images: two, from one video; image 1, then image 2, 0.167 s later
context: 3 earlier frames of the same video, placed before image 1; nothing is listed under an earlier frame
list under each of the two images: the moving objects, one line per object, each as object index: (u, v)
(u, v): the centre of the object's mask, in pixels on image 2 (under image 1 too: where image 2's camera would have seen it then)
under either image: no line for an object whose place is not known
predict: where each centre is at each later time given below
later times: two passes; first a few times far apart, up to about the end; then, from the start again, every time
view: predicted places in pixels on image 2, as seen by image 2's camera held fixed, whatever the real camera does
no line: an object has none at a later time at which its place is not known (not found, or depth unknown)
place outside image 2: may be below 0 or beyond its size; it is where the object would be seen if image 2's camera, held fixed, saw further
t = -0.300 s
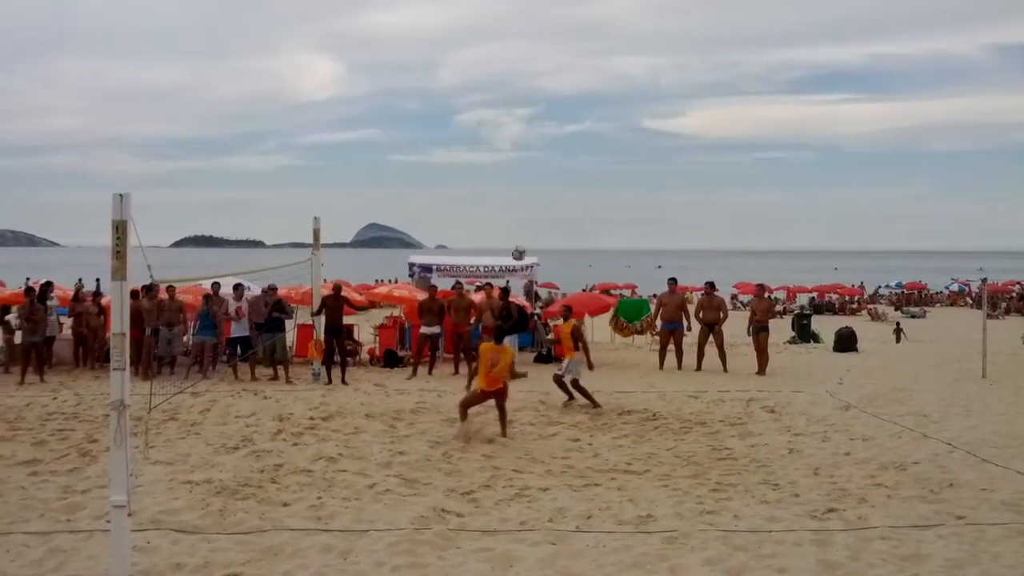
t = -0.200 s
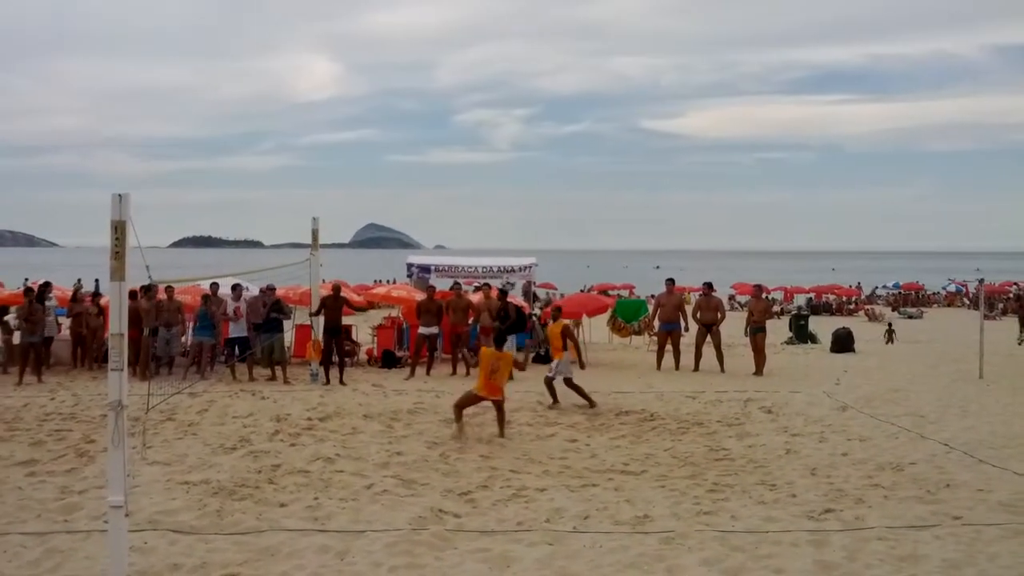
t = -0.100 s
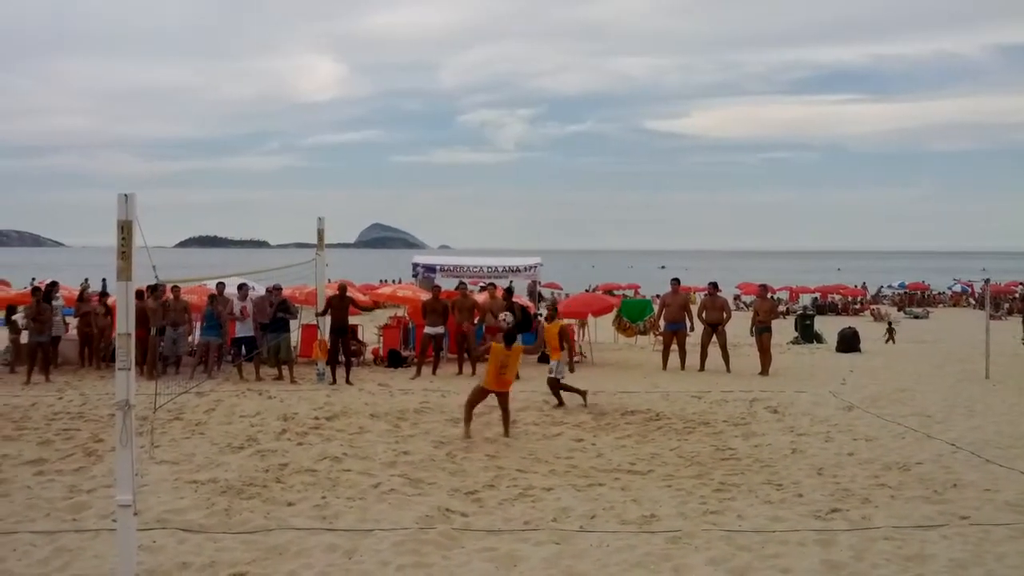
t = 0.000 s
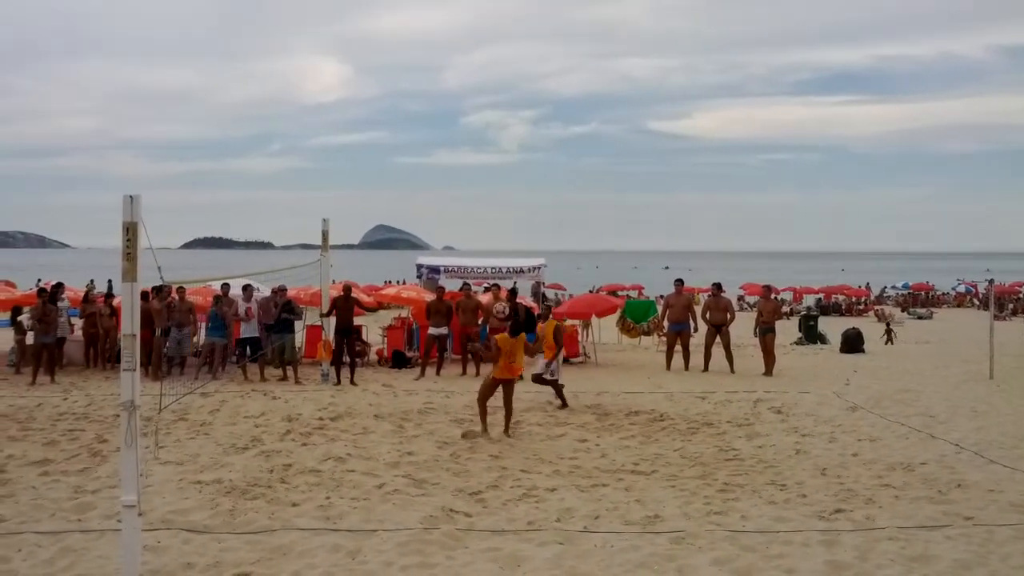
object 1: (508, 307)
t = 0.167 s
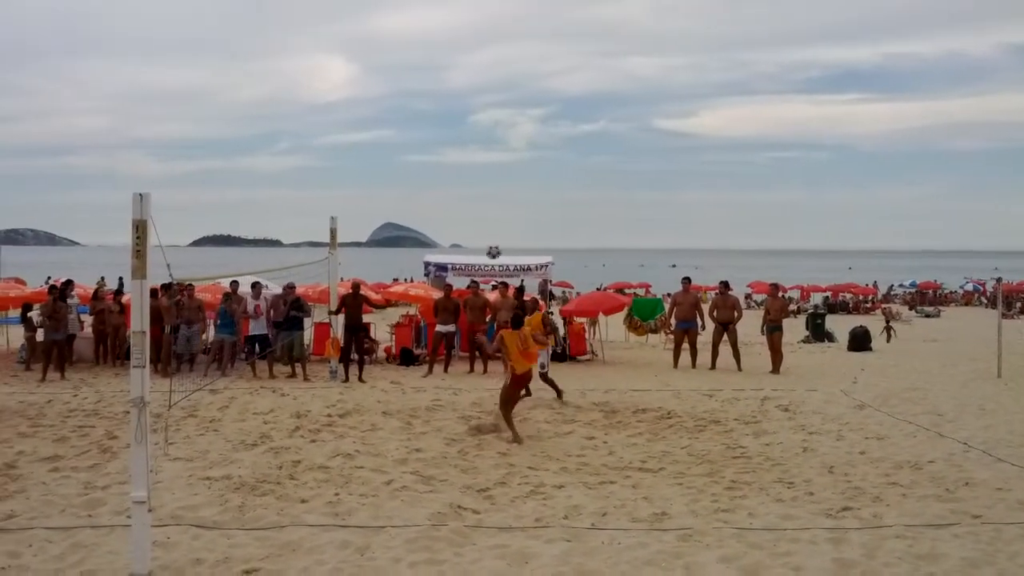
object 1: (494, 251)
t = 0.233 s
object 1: (488, 234)
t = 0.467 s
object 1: (470, 202)
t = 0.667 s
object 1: (454, 204)
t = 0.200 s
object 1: (491, 242)
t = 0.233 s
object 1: (488, 234)
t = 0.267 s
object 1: (485, 227)
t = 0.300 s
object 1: (483, 221)
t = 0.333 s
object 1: (480, 215)
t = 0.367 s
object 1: (478, 211)
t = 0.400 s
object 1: (475, 207)
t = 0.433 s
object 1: (473, 204)
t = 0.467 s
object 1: (470, 202)
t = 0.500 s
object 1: (467, 200)
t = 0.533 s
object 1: (464, 199)
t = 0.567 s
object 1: (462, 200)
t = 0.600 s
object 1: (459, 200)
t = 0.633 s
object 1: (457, 202)
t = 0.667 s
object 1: (454, 204)
